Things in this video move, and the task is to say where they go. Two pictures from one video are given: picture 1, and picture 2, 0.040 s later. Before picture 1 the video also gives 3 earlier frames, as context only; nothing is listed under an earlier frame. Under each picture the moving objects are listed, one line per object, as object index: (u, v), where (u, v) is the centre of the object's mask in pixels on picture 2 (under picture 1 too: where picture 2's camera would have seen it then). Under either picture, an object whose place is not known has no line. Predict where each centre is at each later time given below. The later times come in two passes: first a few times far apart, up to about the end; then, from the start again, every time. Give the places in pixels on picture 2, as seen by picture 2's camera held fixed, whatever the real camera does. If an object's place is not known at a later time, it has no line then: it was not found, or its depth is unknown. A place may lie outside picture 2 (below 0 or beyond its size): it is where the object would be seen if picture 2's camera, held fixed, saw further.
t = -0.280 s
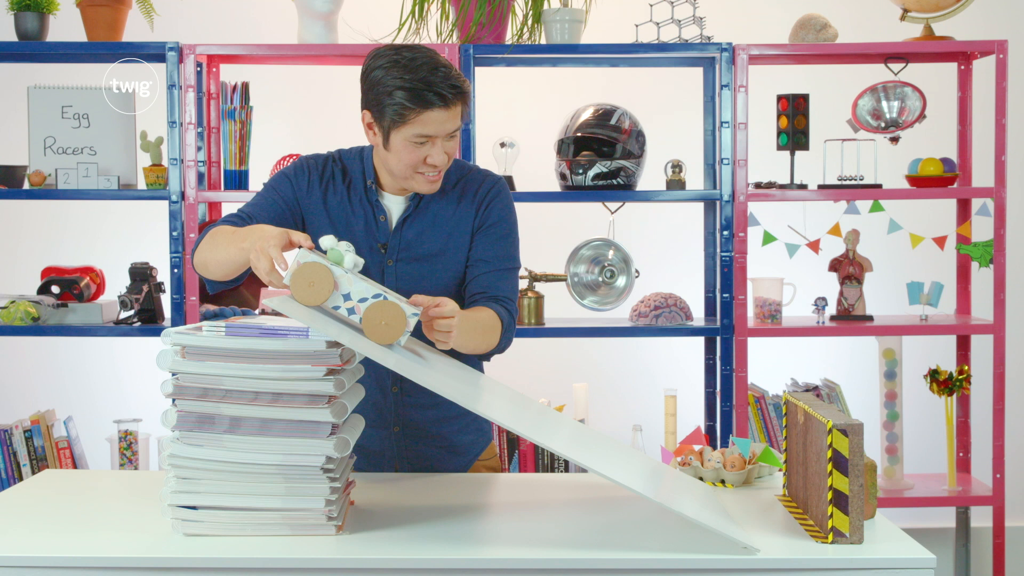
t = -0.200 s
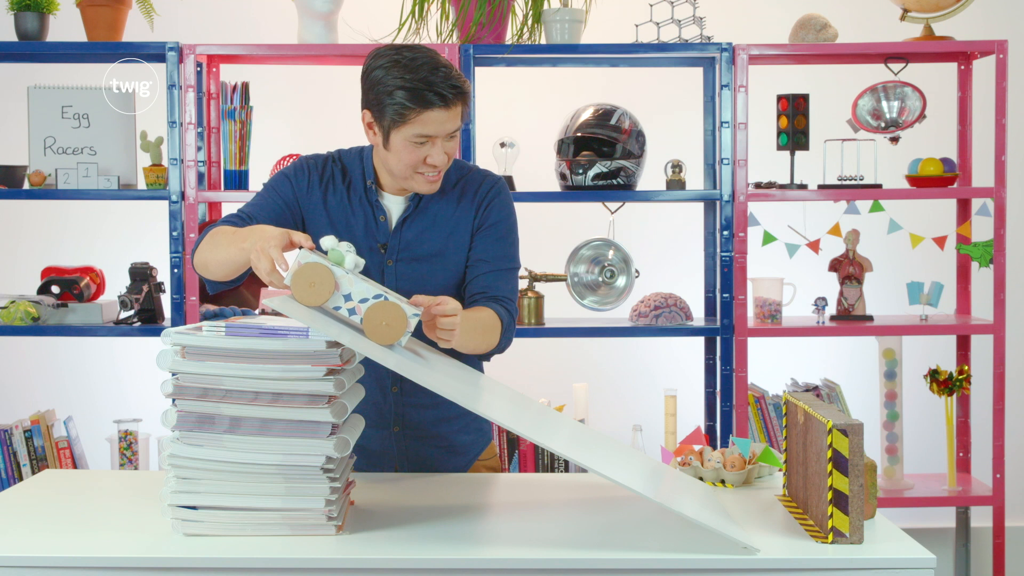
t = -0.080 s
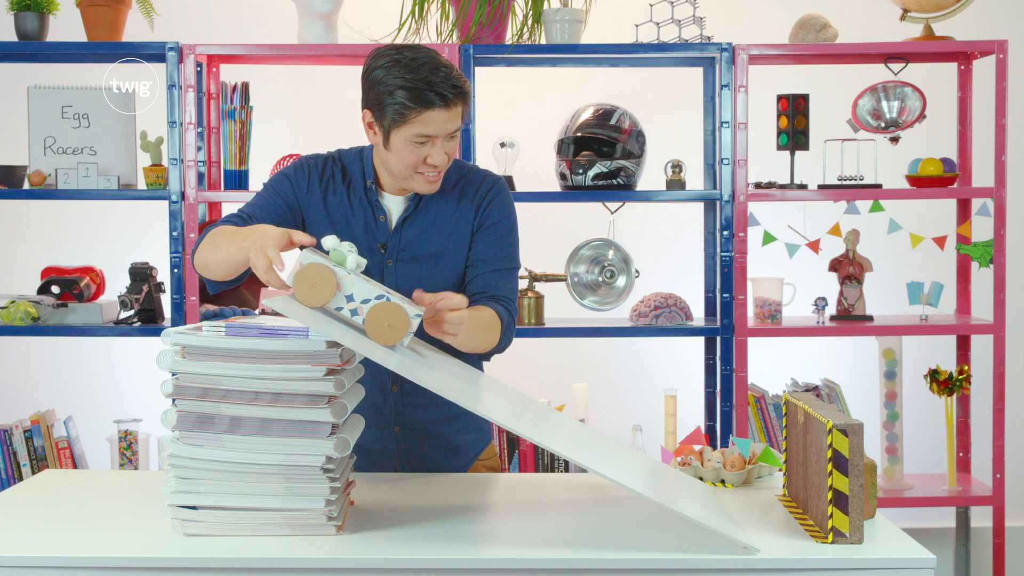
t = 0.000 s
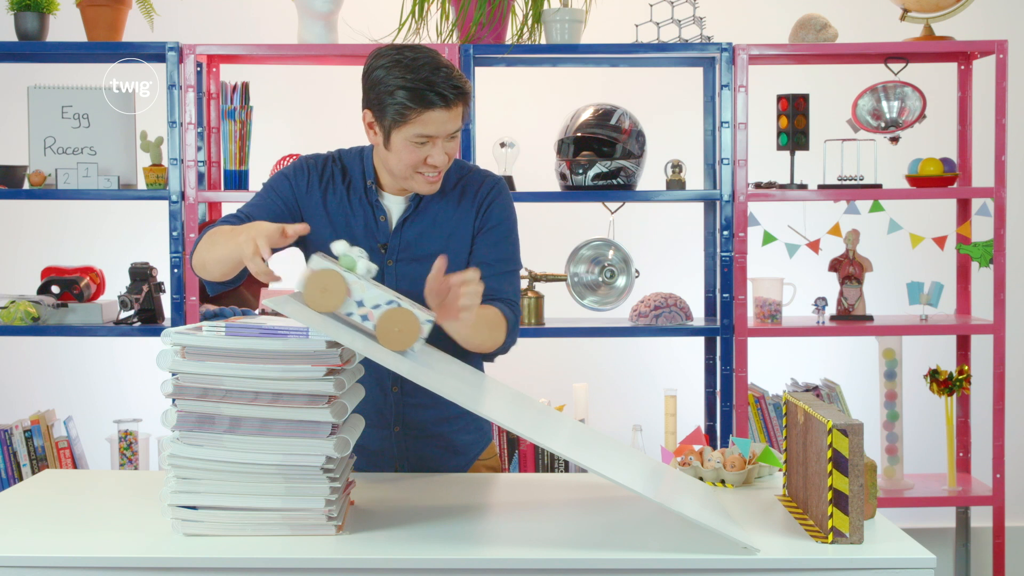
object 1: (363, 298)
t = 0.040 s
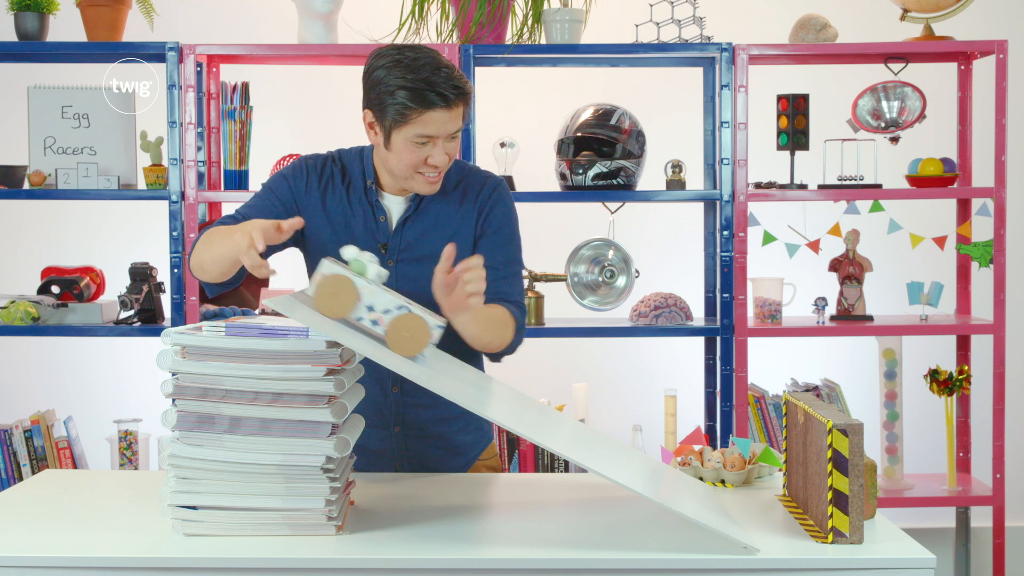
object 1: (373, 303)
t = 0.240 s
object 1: (469, 353)
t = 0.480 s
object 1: (680, 461)
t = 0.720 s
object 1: (730, 474)
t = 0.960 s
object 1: (731, 474)
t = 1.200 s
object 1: (728, 473)
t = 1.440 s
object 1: (728, 474)
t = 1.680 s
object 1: (730, 474)
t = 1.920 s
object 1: (730, 474)
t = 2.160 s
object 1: (730, 475)
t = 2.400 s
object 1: (728, 475)
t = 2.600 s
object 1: (730, 475)
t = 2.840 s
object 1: (728, 475)
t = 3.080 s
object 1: (728, 475)
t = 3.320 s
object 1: (727, 475)
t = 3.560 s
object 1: (727, 474)
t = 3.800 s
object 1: (727, 475)
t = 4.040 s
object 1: (727, 475)
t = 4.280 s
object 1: (727, 475)
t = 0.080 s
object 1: (387, 310)
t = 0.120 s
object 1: (401, 319)
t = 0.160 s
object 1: (421, 327)
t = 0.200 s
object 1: (444, 340)
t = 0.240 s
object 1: (469, 353)
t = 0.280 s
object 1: (496, 368)
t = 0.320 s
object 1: (528, 383)
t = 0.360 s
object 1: (560, 402)
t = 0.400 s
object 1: (600, 422)
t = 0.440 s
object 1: (636, 440)
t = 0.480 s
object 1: (680, 461)
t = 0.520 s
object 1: (726, 478)
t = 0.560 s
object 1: (738, 479)
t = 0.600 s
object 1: (733, 476)
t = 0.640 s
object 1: (731, 475)
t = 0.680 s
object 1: (731, 475)
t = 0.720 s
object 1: (730, 474)
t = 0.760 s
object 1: (728, 474)
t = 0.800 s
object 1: (732, 473)
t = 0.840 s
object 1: (731, 474)
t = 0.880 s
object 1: (731, 474)
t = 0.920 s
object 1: (728, 473)
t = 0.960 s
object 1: (731, 474)
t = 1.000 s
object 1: (731, 474)
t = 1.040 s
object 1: (731, 474)
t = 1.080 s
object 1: (730, 474)
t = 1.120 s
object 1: (731, 474)
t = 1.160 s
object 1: (730, 474)
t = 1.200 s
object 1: (728, 473)
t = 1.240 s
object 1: (728, 473)
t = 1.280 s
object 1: (730, 474)
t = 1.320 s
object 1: (728, 473)
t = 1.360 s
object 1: (729, 473)
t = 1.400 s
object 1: (728, 473)
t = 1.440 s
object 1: (728, 474)
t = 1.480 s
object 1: (730, 474)
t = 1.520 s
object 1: (730, 474)
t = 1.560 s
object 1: (728, 473)
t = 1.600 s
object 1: (728, 473)
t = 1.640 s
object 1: (728, 474)
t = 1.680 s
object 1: (730, 474)
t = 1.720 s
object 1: (728, 474)
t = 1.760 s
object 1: (728, 473)
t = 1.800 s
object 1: (728, 473)
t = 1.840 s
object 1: (728, 473)
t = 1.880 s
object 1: (729, 474)
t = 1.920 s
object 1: (730, 474)
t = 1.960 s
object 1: (730, 475)
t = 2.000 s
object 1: (728, 474)
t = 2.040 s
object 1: (730, 474)
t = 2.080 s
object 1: (730, 474)
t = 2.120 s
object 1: (728, 474)
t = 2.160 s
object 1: (730, 475)
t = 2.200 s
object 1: (730, 474)
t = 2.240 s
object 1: (730, 475)
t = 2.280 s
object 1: (728, 475)
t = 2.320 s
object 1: (728, 475)
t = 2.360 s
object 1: (731, 475)
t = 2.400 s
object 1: (728, 475)
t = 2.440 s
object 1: (730, 474)
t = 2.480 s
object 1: (730, 475)
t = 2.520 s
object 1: (730, 475)
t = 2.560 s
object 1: (730, 475)
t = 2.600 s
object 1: (730, 475)
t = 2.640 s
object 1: (728, 474)
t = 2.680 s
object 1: (730, 475)
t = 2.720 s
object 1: (728, 475)
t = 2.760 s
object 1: (730, 475)
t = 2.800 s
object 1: (728, 475)
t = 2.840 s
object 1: (728, 475)
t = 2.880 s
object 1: (730, 475)
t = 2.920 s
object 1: (730, 474)
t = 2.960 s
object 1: (728, 475)
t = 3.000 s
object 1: (728, 475)
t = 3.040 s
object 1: (730, 475)
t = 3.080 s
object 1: (728, 475)
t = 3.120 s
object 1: (730, 475)
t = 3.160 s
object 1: (728, 475)
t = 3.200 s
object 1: (730, 475)
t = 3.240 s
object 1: (727, 474)
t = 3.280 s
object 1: (730, 475)
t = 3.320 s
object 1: (727, 475)
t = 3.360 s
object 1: (727, 474)
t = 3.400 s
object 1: (727, 474)
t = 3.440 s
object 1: (727, 474)
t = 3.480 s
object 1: (727, 474)
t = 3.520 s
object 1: (728, 475)
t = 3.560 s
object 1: (727, 474)
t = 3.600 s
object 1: (727, 475)
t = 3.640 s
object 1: (727, 475)
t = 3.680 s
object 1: (728, 475)
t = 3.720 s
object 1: (727, 475)
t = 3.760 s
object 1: (727, 475)
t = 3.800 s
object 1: (727, 475)
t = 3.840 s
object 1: (727, 475)
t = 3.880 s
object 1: (727, 475)
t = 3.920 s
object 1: (727, 475)
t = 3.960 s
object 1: (727, 475)
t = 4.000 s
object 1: (727, 475)
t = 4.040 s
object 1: (727, 475)
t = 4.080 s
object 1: (727, 475)
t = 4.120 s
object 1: (727, 475)
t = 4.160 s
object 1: (727, 475)
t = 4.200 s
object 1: (727, 475)
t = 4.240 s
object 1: (727, 475)
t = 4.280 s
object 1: (727, 475)
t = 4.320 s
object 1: (729, 475)
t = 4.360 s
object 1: (728, 475)
